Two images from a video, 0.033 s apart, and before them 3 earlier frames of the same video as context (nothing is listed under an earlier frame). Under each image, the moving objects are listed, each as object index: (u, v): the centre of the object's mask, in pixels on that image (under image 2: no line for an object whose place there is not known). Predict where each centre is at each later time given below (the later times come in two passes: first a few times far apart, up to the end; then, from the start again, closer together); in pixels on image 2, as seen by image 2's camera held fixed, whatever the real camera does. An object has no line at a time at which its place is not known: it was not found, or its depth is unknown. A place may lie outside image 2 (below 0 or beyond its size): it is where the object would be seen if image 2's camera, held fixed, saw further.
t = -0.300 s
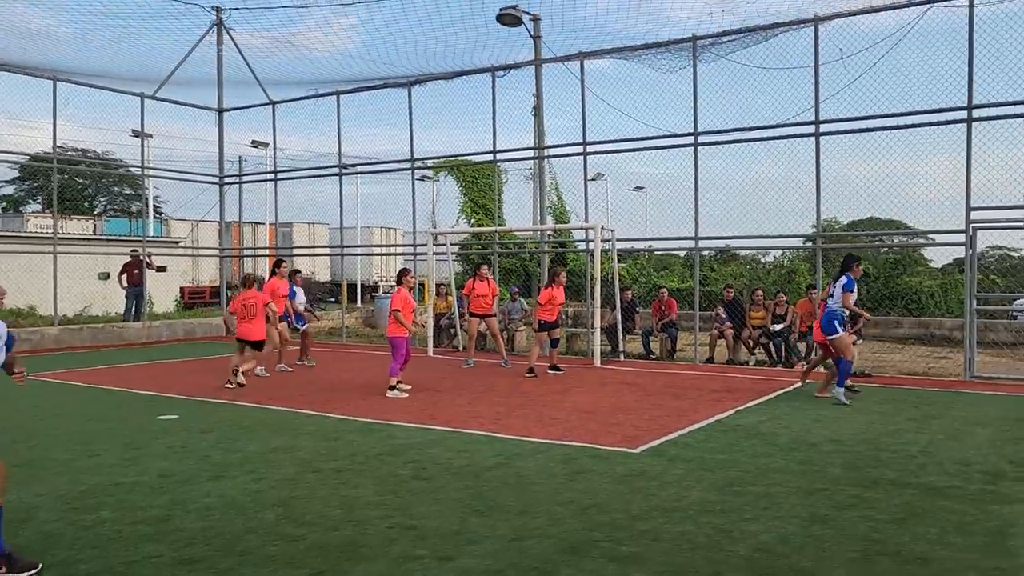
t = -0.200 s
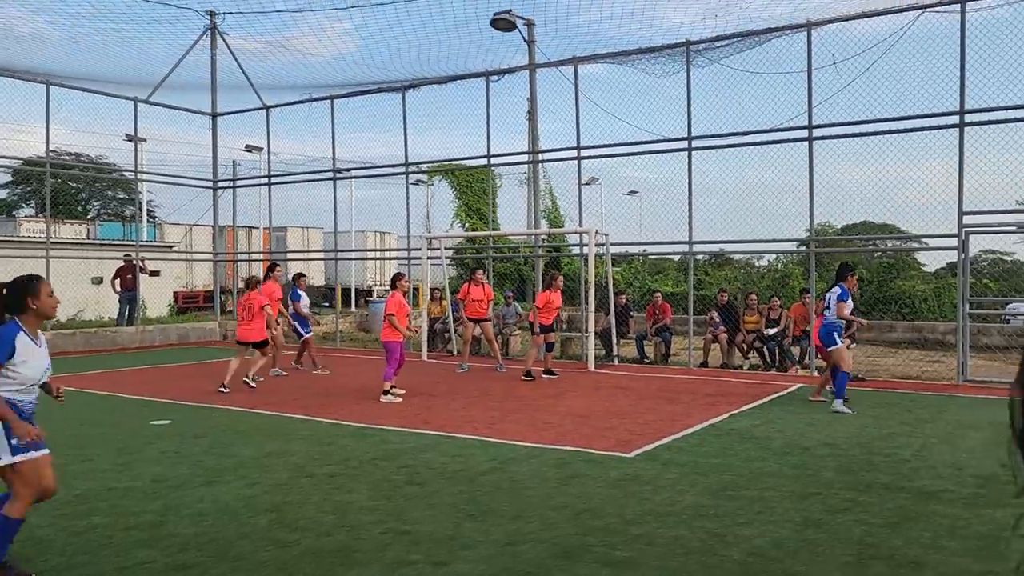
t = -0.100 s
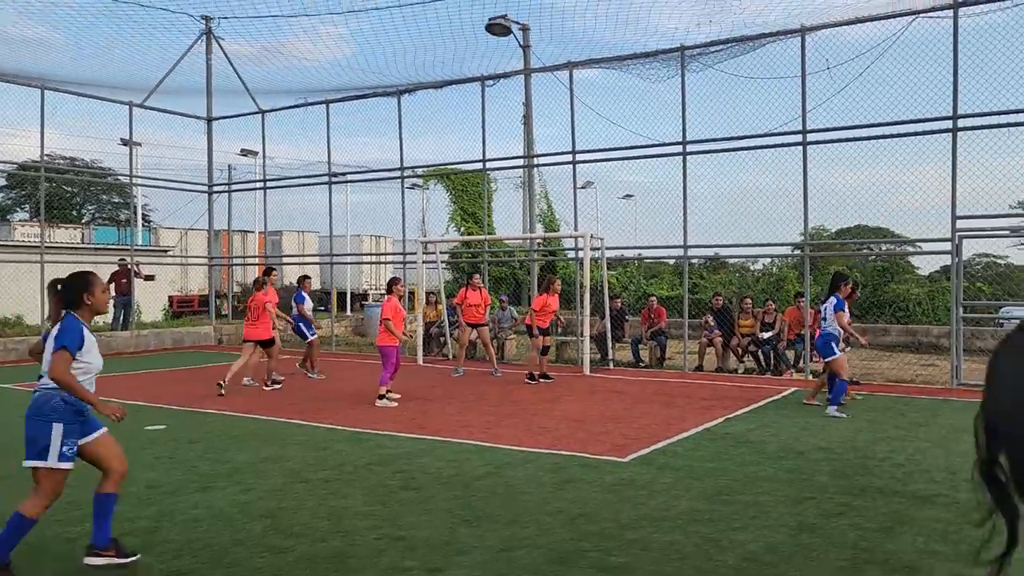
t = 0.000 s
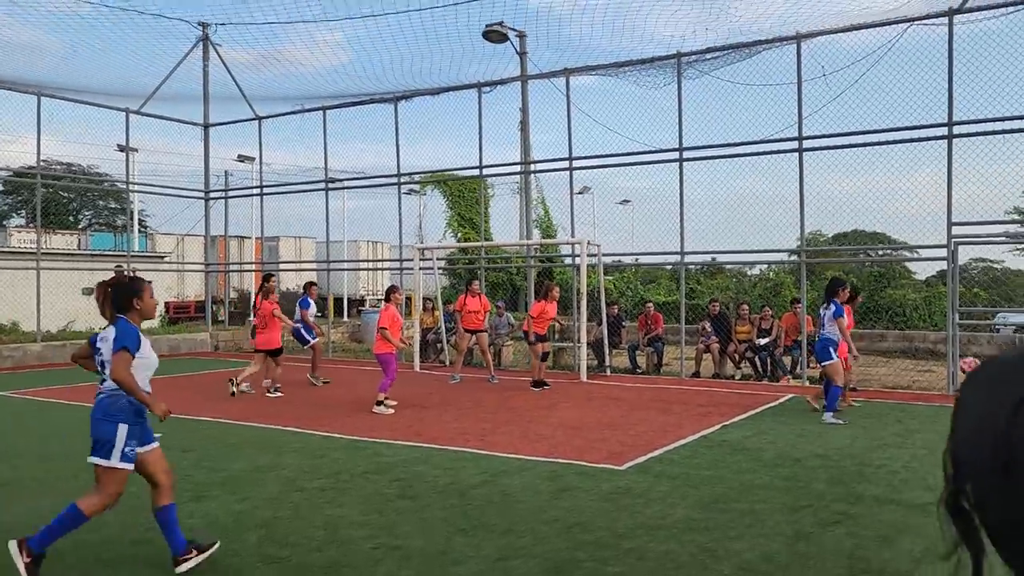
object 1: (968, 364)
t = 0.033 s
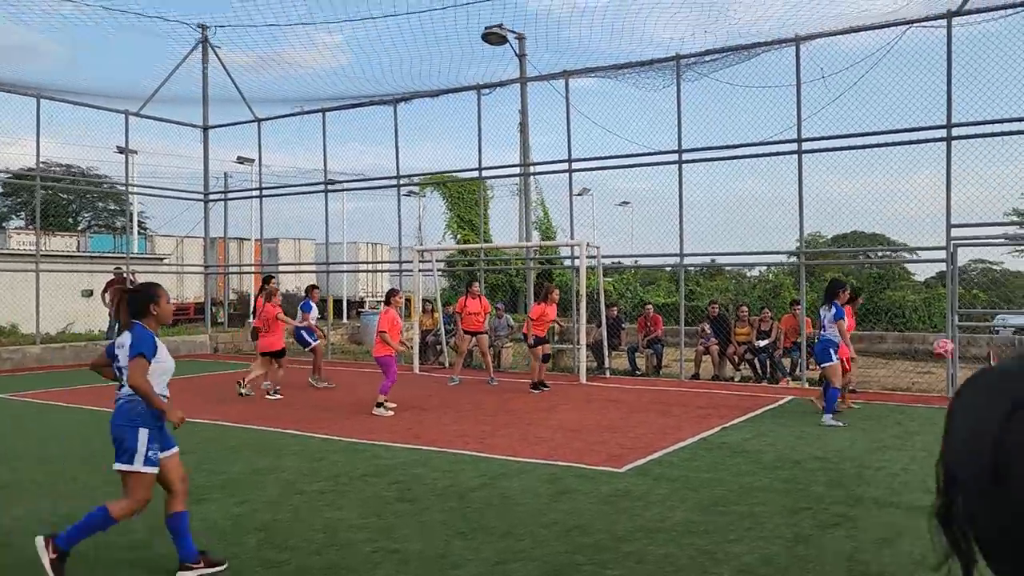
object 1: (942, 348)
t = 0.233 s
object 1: (799, 255)
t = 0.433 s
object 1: (671, 204)
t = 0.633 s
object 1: (559, 188)
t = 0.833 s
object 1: (458, 200)
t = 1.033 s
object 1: (369, 237)
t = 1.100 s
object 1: (342, 254)
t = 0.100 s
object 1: (893, 312)
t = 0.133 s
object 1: (872, 296)
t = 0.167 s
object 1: (846, 278)
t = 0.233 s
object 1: (799, 255)
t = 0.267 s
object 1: (776, 244)
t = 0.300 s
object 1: (754, 234)
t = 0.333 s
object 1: (732, 225)
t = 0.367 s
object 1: (712, 216)
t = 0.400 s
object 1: (691, 210)
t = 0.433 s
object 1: (671, 204)
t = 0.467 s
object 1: (651, 199)
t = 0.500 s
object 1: (631, 196)
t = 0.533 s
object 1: (613, 191)
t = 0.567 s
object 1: (594, 190)
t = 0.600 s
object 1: (577, 188)
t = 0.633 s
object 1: (559, 188)
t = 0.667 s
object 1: (540, 187)
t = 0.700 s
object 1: (523, 187)
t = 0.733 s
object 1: (508, 190)
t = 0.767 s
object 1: (490, 193)
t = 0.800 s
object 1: (474, 196)
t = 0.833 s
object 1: (458, 200)
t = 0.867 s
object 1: (443, 204)
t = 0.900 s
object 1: (427, 208)
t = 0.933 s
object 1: (412, 216)
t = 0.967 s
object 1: (398, 222)
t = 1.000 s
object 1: (383, 229)
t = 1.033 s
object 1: (369, 237)
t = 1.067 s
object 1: (356, 246)
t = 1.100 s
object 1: (342, 254)
